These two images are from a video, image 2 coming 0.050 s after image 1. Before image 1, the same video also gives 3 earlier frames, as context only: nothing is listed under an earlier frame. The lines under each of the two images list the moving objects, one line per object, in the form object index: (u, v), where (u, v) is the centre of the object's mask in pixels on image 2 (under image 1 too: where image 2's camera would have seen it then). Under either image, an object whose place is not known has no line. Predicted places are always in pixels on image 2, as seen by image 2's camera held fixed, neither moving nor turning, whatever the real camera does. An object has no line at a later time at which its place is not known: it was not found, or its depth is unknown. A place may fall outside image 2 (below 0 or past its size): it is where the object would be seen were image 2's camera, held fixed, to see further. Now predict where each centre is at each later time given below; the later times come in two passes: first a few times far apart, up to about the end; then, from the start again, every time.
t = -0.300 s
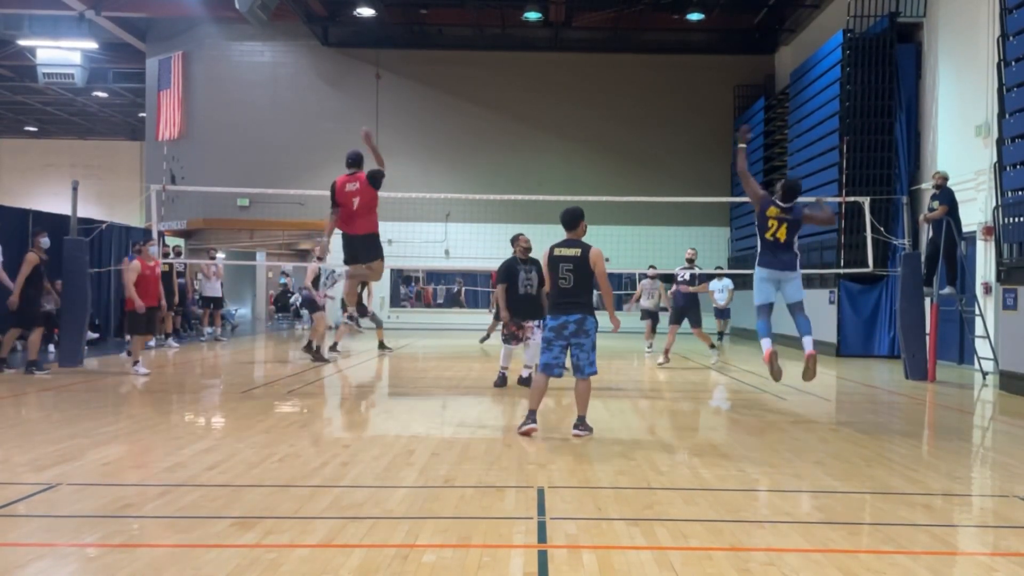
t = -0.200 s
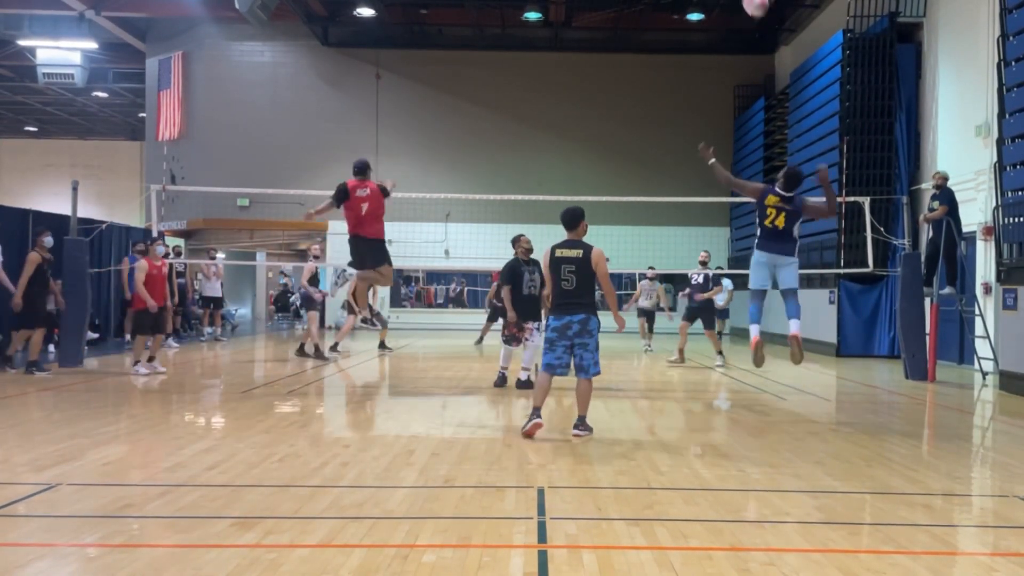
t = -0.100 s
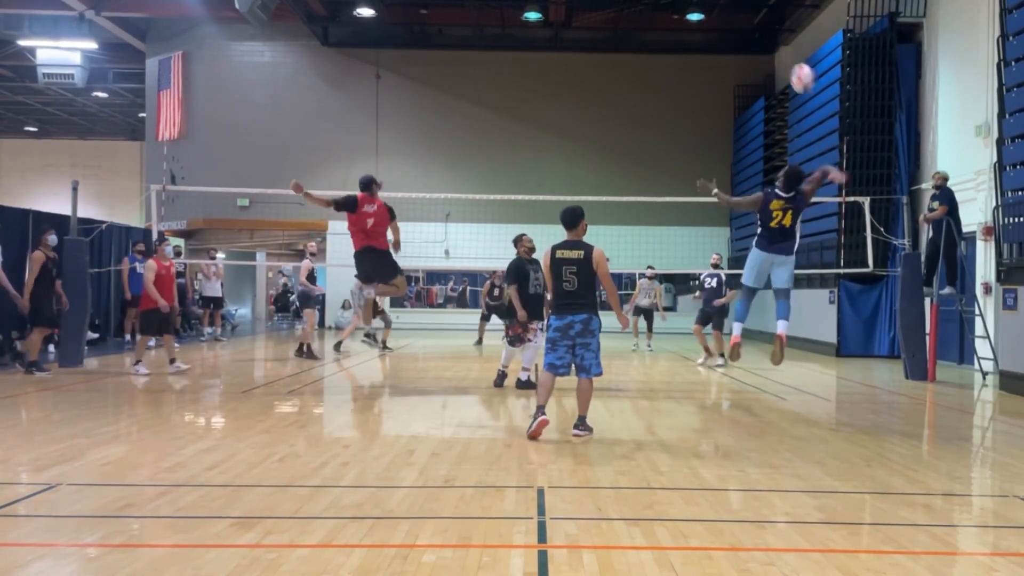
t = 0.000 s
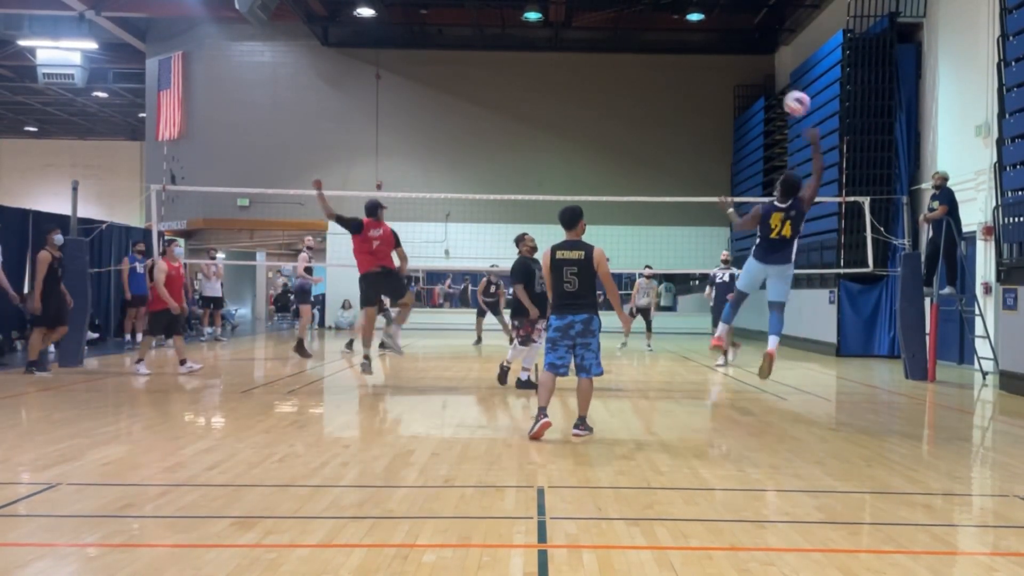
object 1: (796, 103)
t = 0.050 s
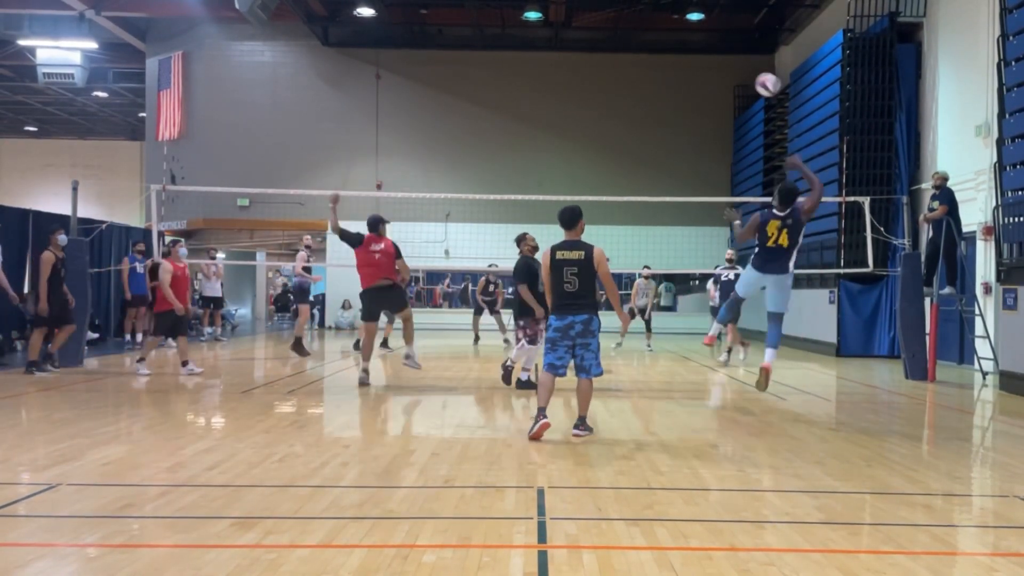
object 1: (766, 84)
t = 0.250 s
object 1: (674, 51)
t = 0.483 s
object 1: (599, 64)
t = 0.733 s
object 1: (543, 111)
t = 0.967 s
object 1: (505, 174)
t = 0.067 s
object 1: (758, 80)
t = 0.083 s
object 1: (749, 75)
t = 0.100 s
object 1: (741, 71)
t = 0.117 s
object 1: (732, 68)
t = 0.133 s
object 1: (724, 64)
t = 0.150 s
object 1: (717, 62)
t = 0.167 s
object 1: (709, 59)
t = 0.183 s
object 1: (701, 57)
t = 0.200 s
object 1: (694, 55)
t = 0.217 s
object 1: (688, 54)
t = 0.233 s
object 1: (681, 52)
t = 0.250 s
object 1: (674, 51)
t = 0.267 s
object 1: (668, 51)
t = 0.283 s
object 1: (661, 51)
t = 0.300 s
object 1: (656, 51)
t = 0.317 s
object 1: (650, 51)
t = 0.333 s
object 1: (644, 51)
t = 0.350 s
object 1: (639, 52)
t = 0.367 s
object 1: (633, 52)
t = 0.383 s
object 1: (628, 54)
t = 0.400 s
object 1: (623, 55)
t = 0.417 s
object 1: (618, 56)
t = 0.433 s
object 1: (613, 58)
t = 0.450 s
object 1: (608, 60)
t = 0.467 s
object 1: (604, 61)
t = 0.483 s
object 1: (599, 64)
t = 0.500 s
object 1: (594, 66)
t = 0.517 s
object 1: (590, 68)
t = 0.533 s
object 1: (586, 71)
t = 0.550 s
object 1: (582, 73)
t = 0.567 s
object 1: (578, 76)
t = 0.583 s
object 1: (574, 79)
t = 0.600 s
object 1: (570, 83)
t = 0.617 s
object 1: (566, 86)
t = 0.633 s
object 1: (562, 89)
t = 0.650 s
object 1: (559, 93)
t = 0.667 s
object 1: (555, 96)
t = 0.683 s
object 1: (552, 100)
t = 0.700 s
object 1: (549, 103)
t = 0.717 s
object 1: (545, 107)
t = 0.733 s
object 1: (543, 111)
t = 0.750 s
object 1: (539, 115)
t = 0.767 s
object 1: (536, 119)
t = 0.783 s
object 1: (534, 123)
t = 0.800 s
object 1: (531, 127)
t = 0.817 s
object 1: (528, 132)
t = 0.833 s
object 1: (525, 136)
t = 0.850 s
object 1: (523, 141)
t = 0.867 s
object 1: (520, 146)
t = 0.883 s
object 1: (517, 150)
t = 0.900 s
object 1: (515, 155)
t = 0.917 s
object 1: (513, 160)
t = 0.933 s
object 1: (510, 165)
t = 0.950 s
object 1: (508, 169)
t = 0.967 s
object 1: (505, 174)
